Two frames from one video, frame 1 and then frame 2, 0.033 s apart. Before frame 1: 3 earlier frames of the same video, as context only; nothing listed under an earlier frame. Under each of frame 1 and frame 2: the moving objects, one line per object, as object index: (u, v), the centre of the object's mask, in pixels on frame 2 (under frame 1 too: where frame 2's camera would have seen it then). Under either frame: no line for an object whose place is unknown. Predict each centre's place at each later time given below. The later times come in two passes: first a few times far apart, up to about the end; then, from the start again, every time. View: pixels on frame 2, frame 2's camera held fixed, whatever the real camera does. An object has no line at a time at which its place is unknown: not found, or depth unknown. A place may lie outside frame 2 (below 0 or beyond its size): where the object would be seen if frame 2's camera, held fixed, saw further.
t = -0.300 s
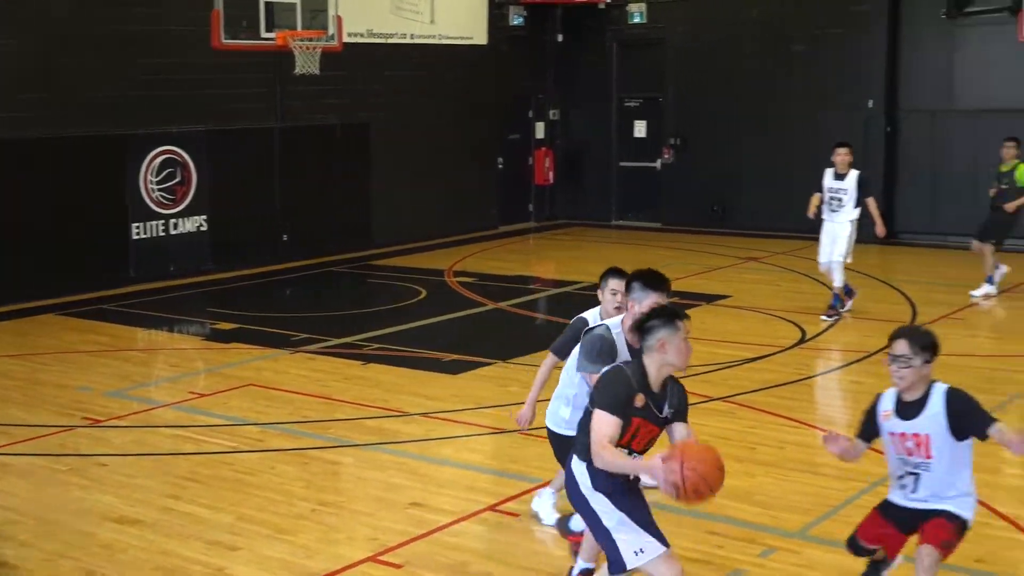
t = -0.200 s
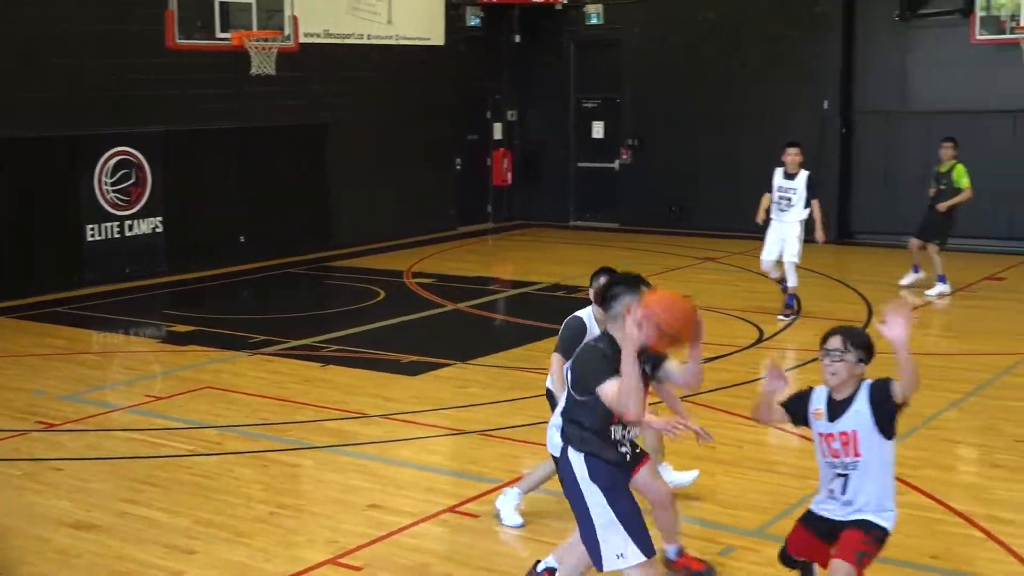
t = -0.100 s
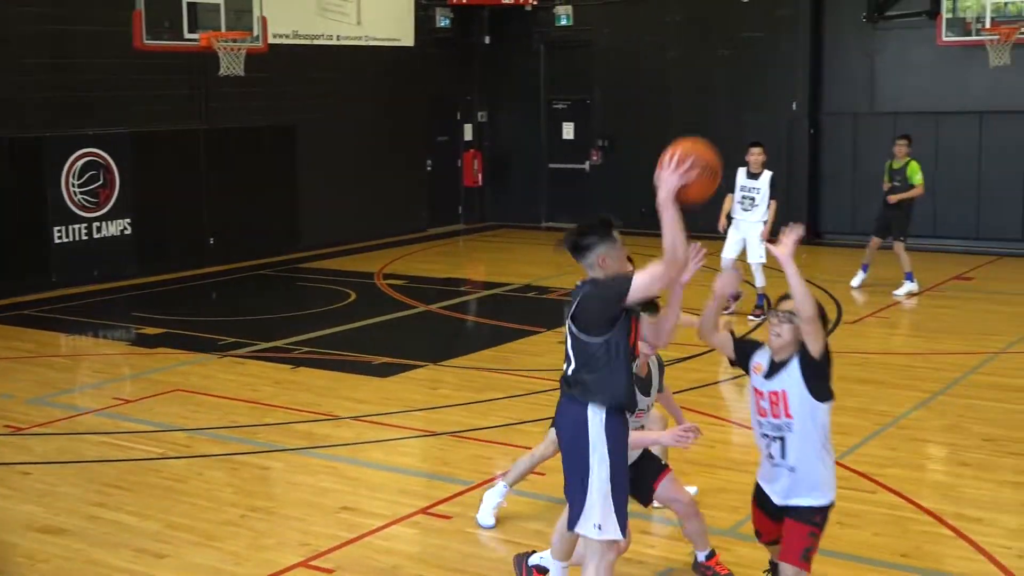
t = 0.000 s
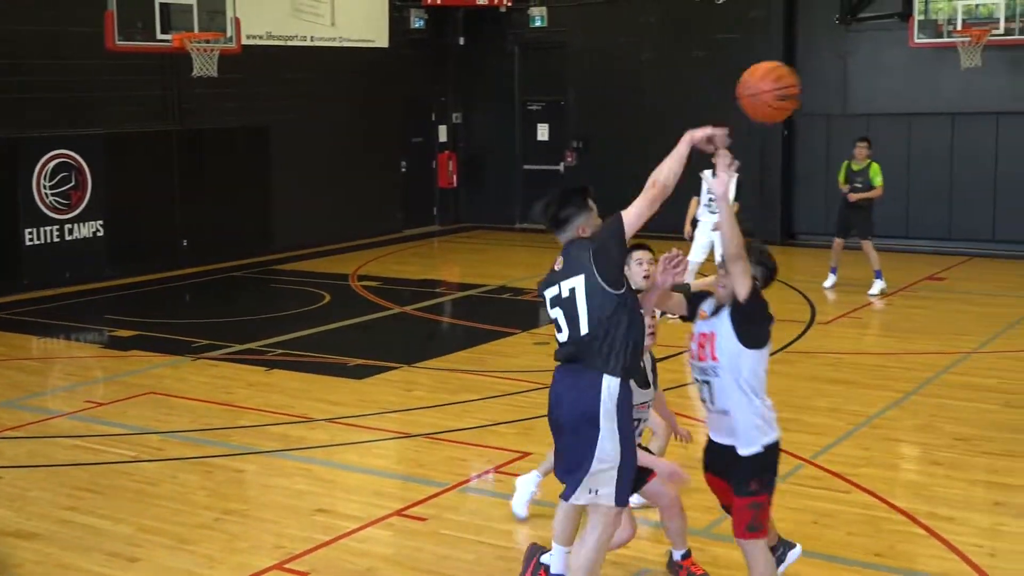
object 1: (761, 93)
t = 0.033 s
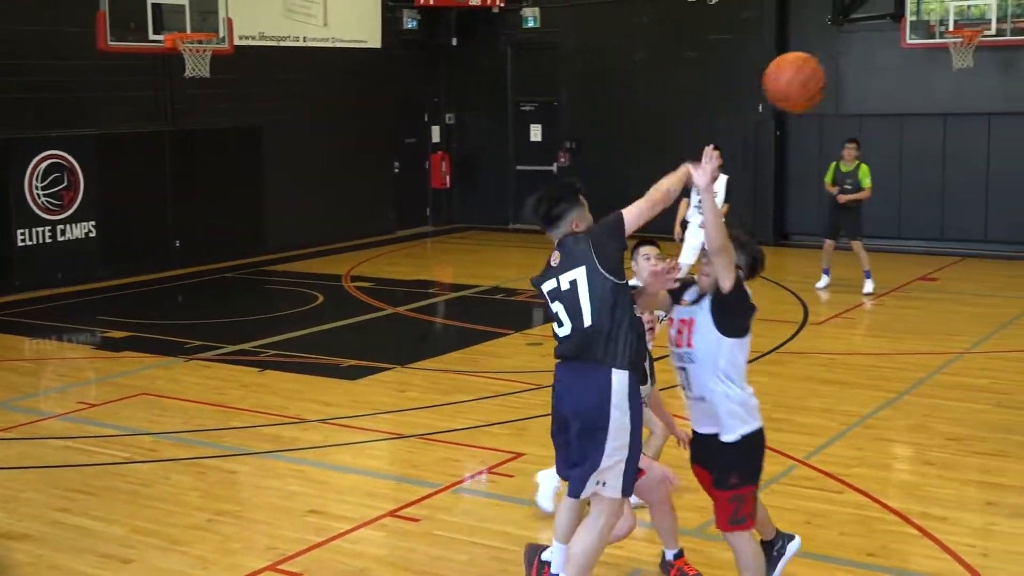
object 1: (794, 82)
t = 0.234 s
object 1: (966, 76)
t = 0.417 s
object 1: (1088, 139)
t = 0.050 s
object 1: (810, 77)
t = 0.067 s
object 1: (827, 73)
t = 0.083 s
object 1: (842, 71)
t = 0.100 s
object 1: (857, 70)
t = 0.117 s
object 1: (872, 69)
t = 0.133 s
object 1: (886, 68)
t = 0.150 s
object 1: (900, 68)
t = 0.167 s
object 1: (914, 68)
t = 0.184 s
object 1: (928, 69)
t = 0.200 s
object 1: (941, 70)
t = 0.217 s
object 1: (954, 73)
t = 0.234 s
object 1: (966, 76)
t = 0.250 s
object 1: (979, 79)
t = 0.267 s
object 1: (991, 83)
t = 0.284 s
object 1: (1002, 87)
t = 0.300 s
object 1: (1014, 92)
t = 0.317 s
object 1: (1026, 98)
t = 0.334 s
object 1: (1037, 103)
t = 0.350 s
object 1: (1048, 109)
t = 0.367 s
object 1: (1059, 116)
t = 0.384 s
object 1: (1069, 123)
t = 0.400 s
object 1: (1079, 131)
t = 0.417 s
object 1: (1088, 139)
